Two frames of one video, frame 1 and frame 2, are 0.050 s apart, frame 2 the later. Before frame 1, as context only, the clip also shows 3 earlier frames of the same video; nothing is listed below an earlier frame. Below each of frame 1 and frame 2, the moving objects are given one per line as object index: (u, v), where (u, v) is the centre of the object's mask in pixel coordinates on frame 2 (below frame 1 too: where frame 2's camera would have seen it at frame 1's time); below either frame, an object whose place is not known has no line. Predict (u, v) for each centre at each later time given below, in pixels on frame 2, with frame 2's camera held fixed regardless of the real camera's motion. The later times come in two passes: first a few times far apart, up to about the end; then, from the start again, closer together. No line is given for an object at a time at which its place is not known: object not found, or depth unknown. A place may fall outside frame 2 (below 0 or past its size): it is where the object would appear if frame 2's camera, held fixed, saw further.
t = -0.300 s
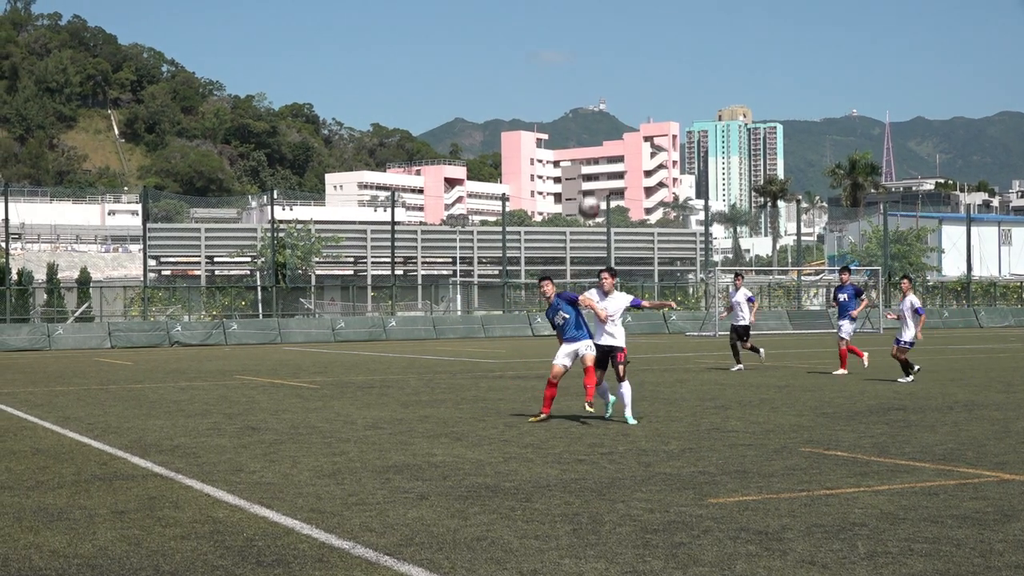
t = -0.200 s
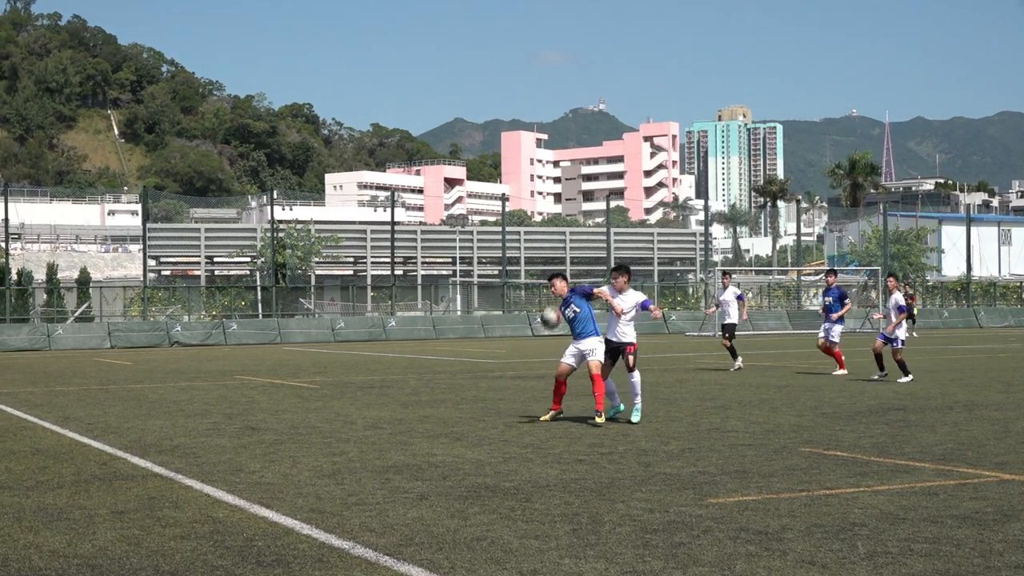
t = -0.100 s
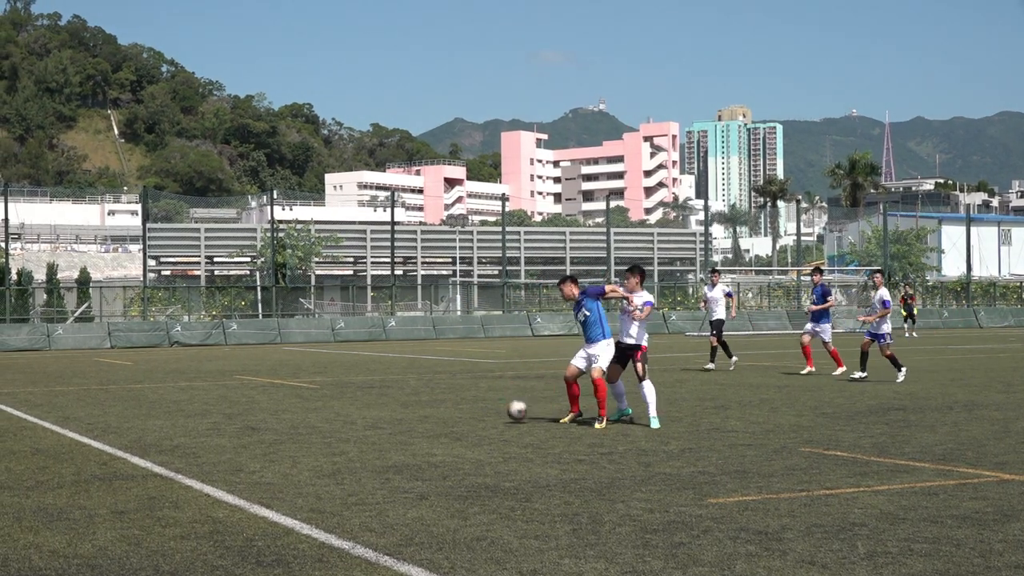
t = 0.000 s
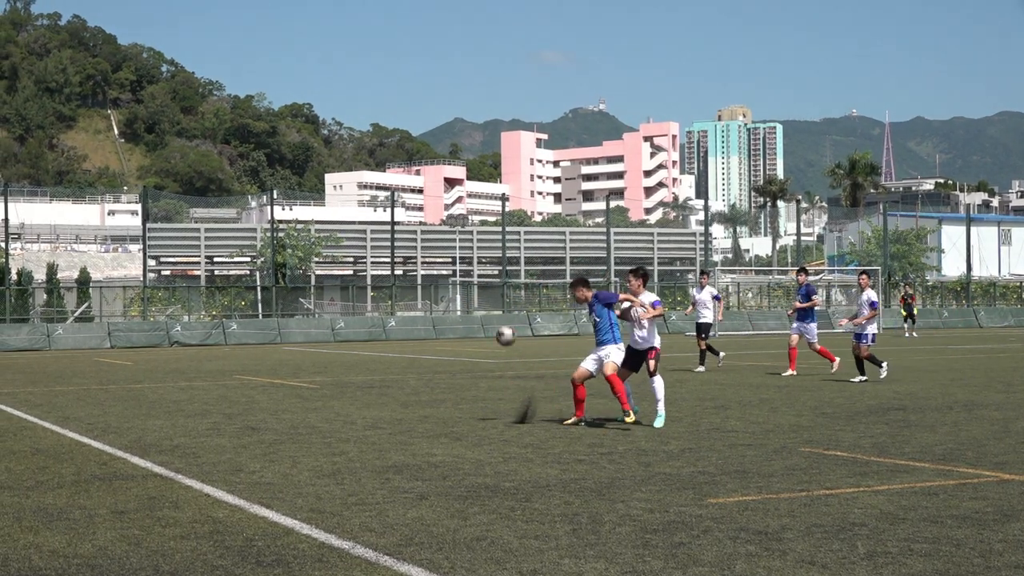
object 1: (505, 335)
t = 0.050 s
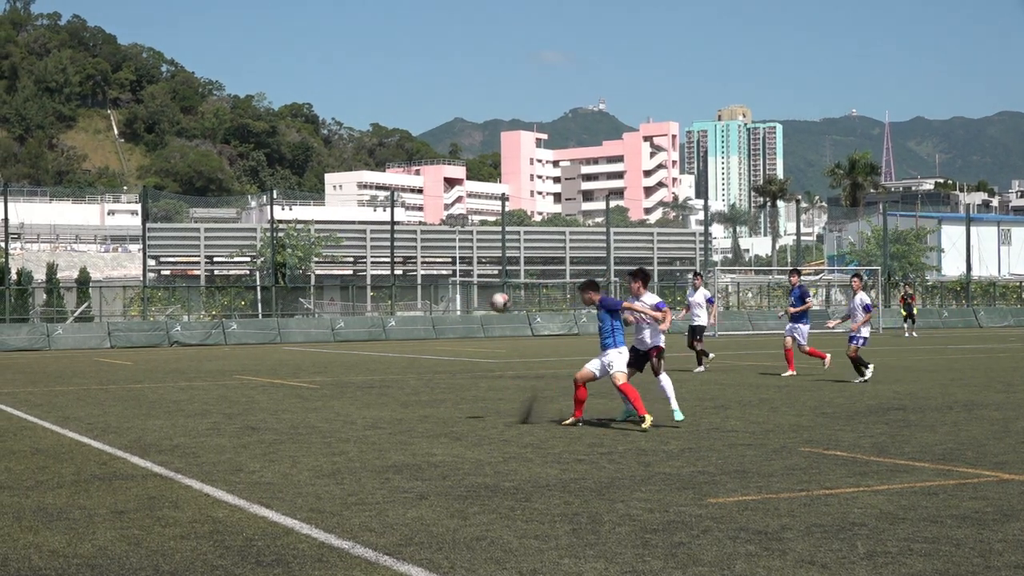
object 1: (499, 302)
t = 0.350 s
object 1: (469, 161)
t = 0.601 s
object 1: (449, 112)
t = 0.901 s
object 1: (427, 128)
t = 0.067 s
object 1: (498, 292)
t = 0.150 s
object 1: (489, 245)
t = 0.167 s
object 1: (488, 236)
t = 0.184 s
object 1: (486, 228)
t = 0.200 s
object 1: (484, 220)
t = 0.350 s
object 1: (469, 161)
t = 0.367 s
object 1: (468, 155)
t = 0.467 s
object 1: (459, 131)
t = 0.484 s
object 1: (458, 128)
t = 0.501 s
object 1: (457, 124)
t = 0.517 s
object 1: (456, 122)
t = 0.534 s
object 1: (455, 119)
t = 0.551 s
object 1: (453, 117)
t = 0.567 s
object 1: (451, 115)
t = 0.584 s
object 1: (450, 113)
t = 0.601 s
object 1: (449, 112)
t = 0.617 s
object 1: (447, 110)
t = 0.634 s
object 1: (447, 110)
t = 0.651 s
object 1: (445, 109)
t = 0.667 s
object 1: (444, 109)
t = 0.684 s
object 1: (443, 108)
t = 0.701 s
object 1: (442, 108)
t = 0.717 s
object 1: (441, 109)
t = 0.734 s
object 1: (440, 109)
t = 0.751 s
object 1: (438, 110)
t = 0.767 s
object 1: (437, 111)
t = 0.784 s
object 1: (436, 112)
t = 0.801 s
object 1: (435, 114)
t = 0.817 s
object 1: (434, 116)
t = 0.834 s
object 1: (432, 118)
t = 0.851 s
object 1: (431, 120)
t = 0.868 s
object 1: (430, 123)
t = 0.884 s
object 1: (428, 125)
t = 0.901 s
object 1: (427, 128)
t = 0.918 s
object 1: (427, 131)
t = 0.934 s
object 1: (425, 134)
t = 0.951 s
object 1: (425, 138)
